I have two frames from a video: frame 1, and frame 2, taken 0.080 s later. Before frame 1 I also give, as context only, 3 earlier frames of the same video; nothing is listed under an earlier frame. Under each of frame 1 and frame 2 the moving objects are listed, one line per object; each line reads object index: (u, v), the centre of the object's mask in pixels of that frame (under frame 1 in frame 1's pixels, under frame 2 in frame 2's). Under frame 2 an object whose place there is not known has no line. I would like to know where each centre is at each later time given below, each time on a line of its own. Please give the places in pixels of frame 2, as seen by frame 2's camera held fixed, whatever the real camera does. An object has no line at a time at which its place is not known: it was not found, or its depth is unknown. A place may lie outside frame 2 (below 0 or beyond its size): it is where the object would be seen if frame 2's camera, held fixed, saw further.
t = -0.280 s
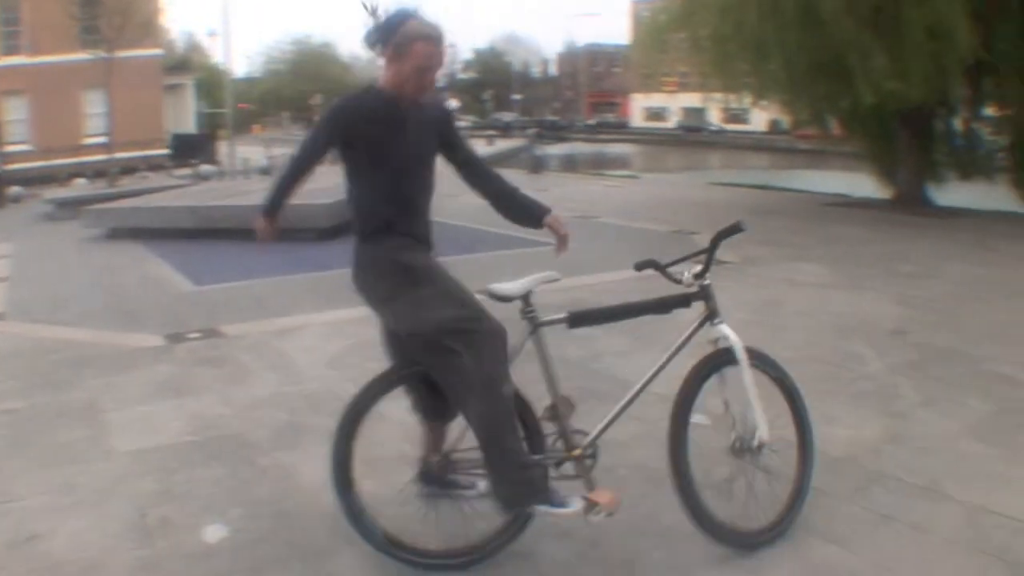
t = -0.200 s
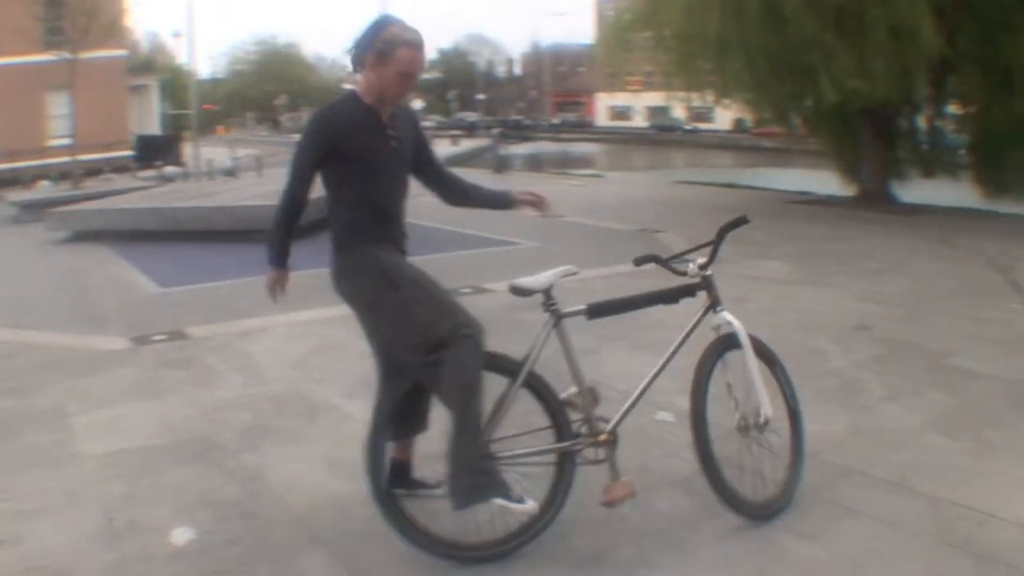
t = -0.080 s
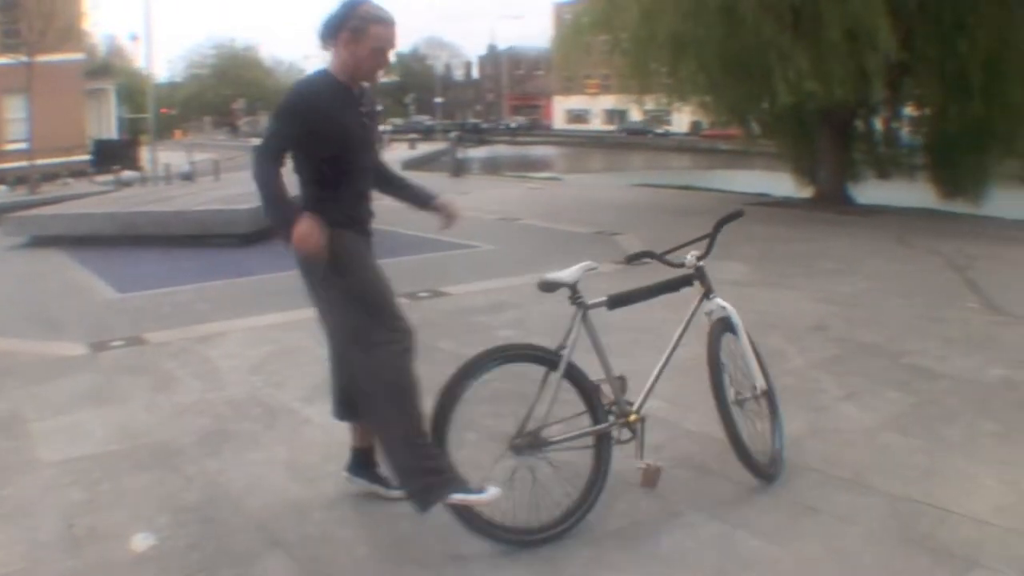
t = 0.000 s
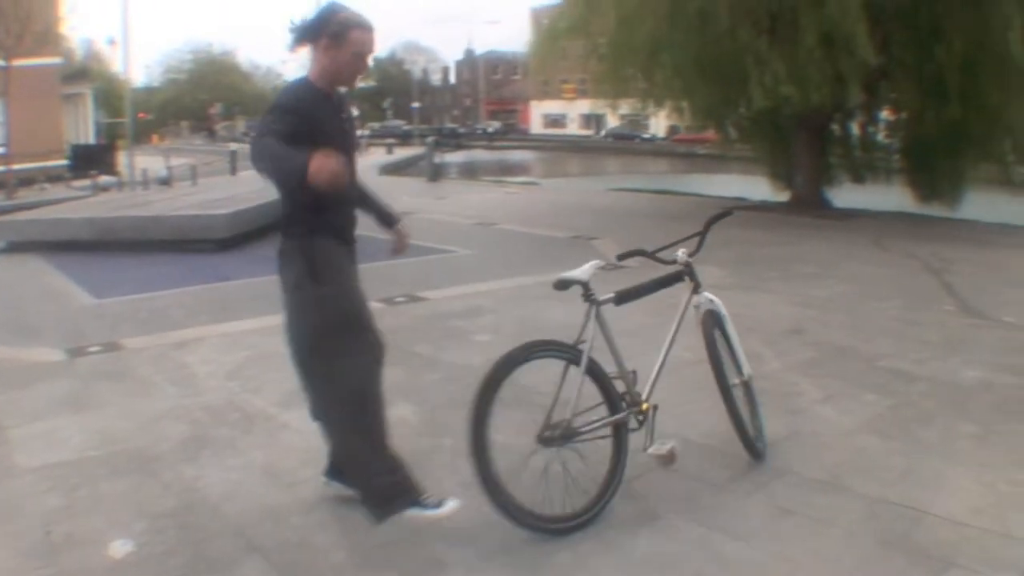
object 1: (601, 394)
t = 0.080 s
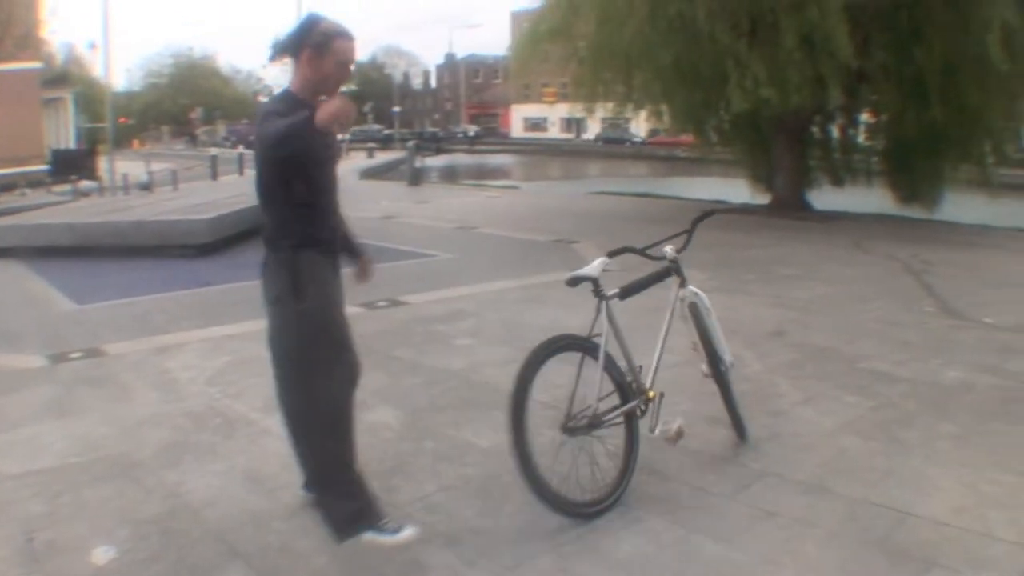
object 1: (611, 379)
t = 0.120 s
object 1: (627, 370)
